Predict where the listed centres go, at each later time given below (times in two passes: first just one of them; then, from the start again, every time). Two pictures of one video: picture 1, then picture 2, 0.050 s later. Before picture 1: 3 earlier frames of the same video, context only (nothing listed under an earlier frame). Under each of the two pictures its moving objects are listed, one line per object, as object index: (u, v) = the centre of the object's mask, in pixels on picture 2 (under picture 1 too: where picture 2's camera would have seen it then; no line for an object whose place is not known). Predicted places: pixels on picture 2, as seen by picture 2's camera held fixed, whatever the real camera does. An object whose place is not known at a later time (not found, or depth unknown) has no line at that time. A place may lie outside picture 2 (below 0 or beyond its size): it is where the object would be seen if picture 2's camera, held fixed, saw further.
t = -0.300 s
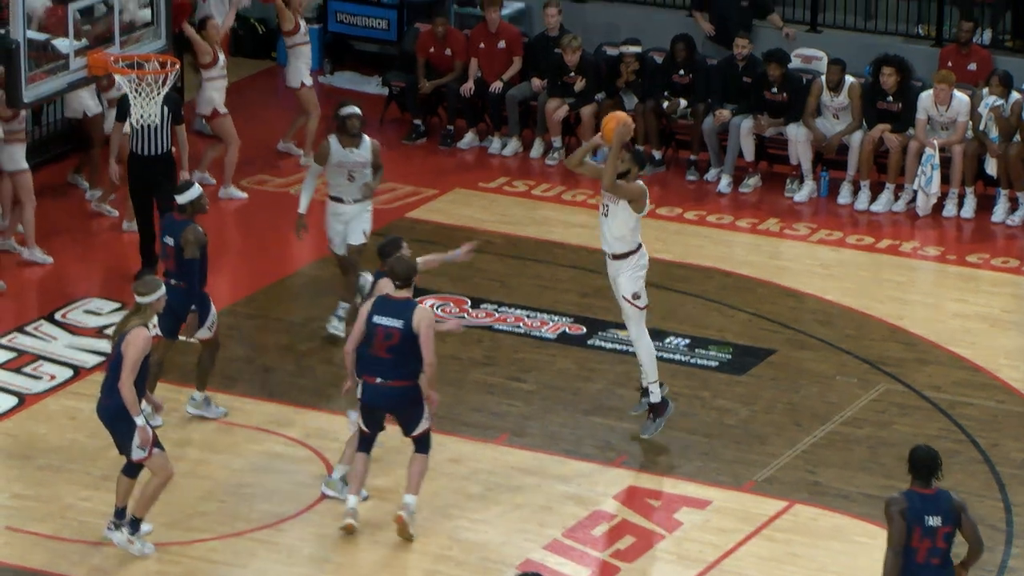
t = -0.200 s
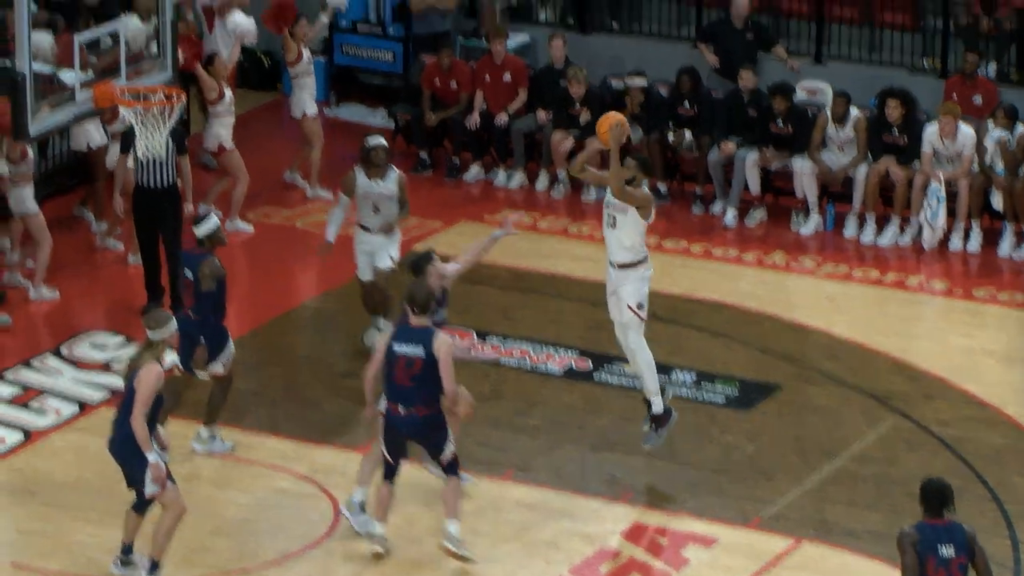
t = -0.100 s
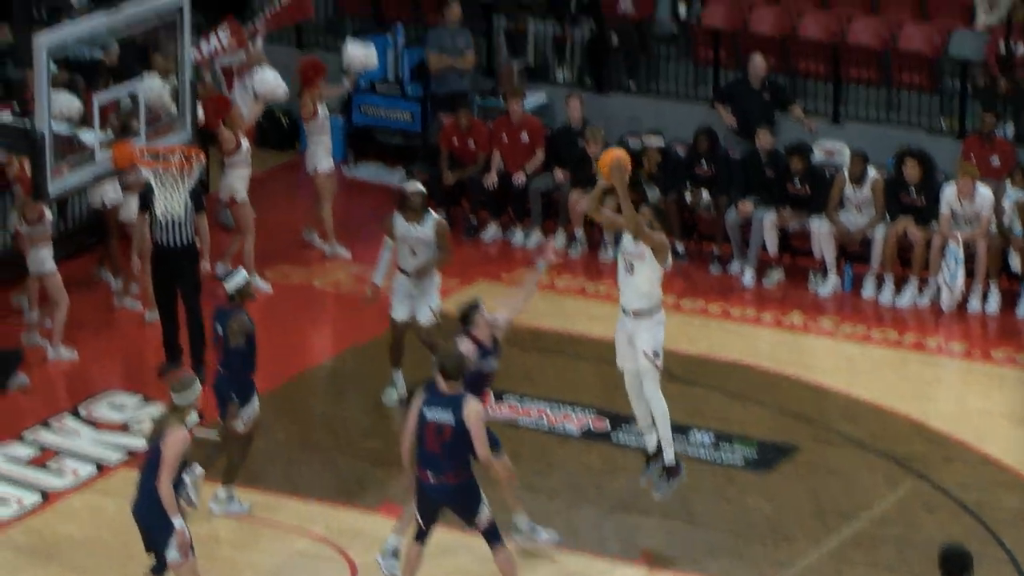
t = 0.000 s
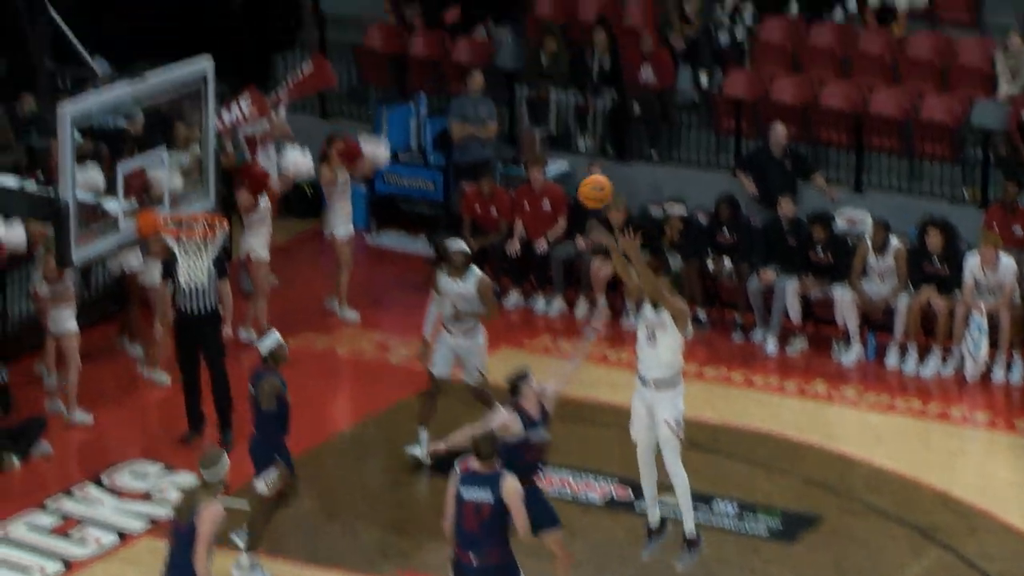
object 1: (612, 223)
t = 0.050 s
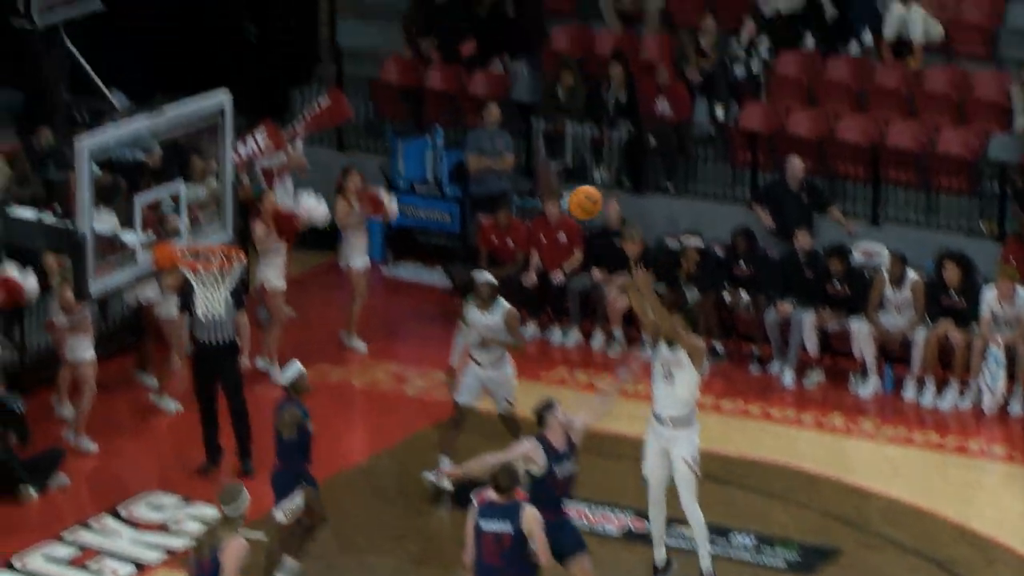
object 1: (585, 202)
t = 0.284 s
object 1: (457, 149)
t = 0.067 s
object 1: (576, 196)
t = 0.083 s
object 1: (567, 190)
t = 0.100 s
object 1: (558, 183)
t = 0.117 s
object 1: (548, 179)
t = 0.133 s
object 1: (539, 174)
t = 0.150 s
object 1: (530, 170)
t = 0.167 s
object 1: (522, 166)
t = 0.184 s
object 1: (513, 162)
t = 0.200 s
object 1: (504, 159)
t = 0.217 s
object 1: (495, 156)
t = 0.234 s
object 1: (486, 155)
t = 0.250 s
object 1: (476, 152)
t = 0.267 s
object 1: (467, 150)
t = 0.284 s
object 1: (457, 149)
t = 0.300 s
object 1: (449, 148)
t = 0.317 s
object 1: (440, 147)
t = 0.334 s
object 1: (430, 146)
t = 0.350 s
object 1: (421, 147)
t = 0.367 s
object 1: (412, 147)
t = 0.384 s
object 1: (402, 148)
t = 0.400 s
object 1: (393, 150)
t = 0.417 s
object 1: (384, 152)
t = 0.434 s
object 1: (374, 154)
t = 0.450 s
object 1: (366, 157)
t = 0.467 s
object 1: (357, 159)
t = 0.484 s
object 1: (346, 162)
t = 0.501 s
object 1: (337, 165)
